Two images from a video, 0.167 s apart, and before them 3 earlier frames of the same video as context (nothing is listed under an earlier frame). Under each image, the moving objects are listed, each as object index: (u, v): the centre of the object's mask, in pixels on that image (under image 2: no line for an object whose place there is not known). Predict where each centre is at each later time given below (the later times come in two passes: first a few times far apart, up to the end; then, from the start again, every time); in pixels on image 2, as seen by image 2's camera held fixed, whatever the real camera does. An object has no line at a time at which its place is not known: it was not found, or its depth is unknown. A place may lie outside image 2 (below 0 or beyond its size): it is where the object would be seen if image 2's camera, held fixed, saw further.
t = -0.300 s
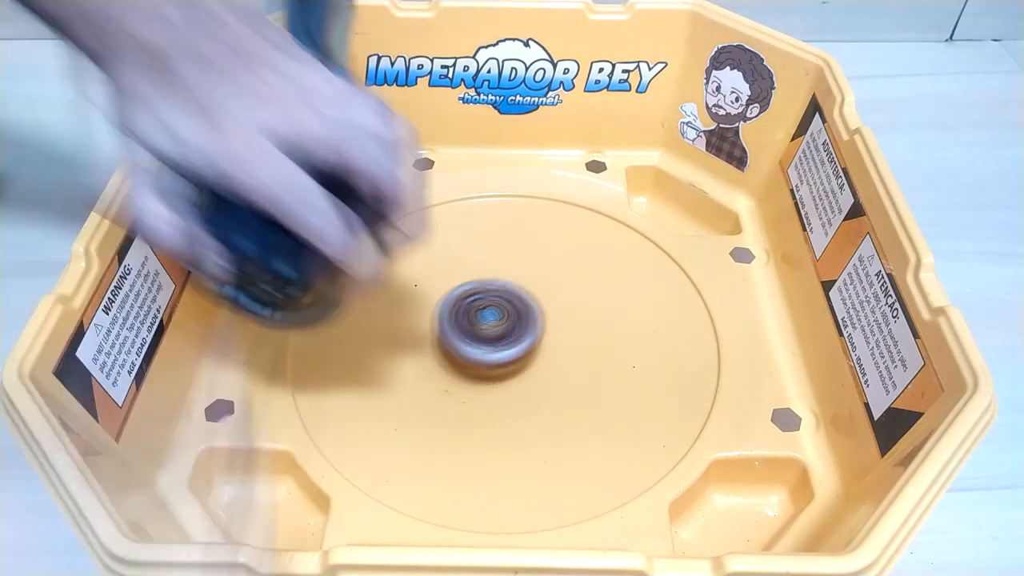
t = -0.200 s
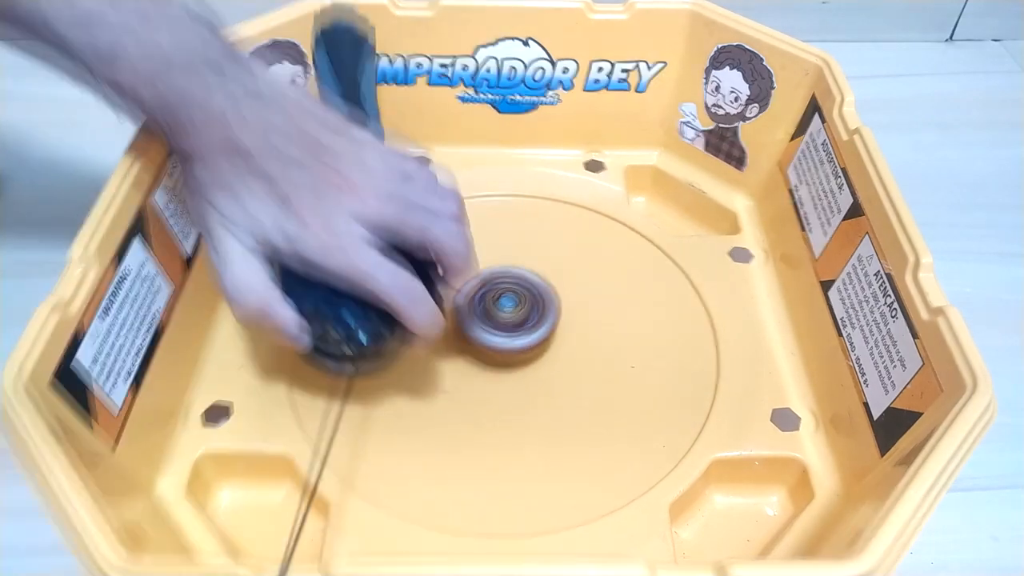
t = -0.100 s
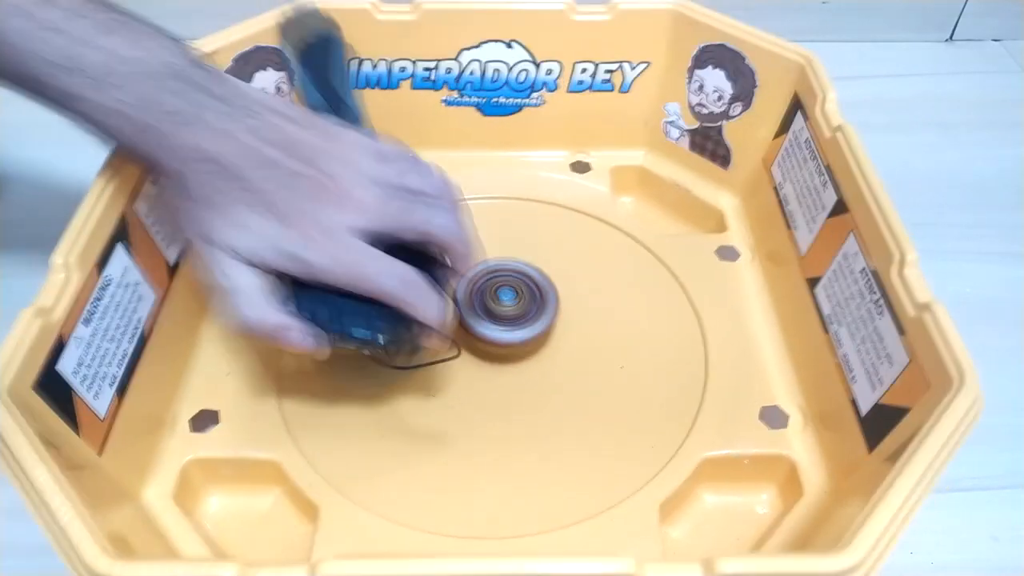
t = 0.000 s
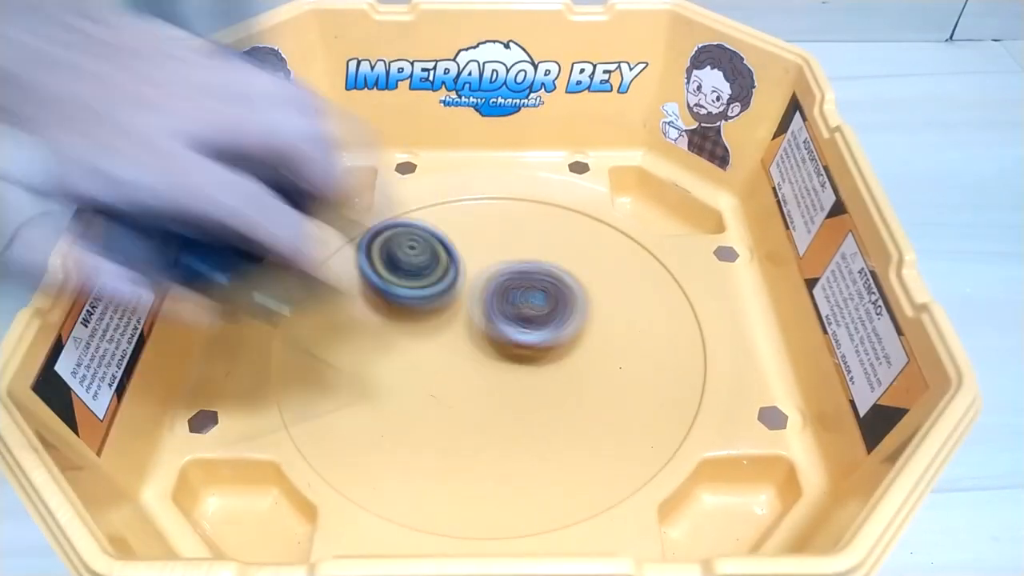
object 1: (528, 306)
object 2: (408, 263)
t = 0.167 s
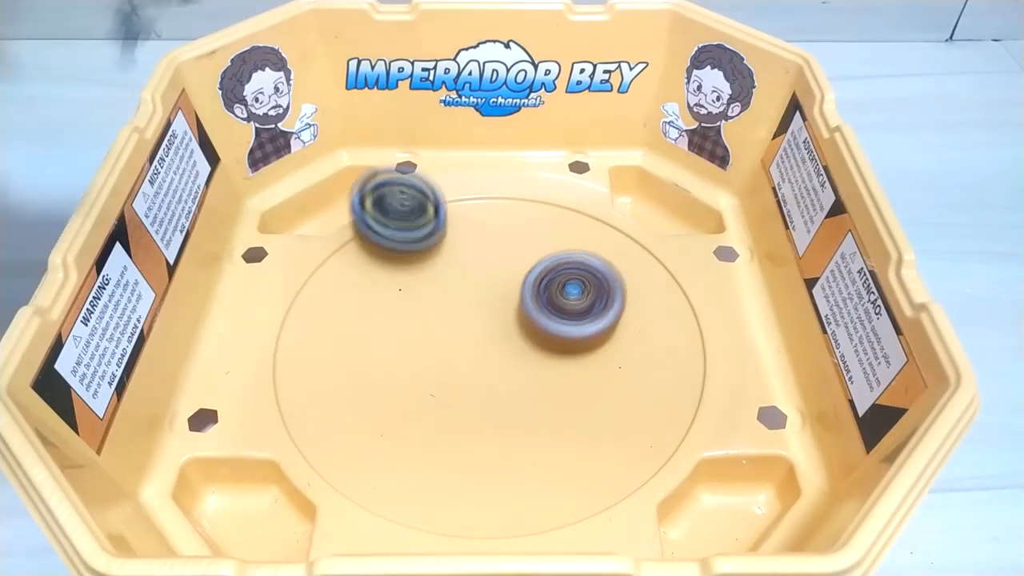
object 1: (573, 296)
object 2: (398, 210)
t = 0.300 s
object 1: (577, 280)
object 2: (410, 216)
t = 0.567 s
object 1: (587, 274)
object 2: (436, 277)
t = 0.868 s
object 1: (571, 299)
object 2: (464, 249)
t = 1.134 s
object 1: (542, 340)
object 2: (450, 194)
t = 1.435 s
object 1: (551, 407)
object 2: (458, 306)
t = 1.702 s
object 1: (626, 439)
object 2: (561, 263)
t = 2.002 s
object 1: (564, 389)
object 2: (499, 208)
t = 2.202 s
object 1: (497, 398)
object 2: (458, 287)
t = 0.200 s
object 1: (574, 291)
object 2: (399, 205)
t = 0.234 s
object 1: (576, 288)
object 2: (401, 206)
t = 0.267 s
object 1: (576, 285)
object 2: (404, 210)
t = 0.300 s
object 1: (577, 280)
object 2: (410, 216)
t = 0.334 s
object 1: (577, 275)
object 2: (417, 225)
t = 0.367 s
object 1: (577, 272)
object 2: (422, 233)
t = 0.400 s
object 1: (574, 269)
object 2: (432, 245)
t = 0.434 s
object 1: (571, 268)
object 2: (442, 256)
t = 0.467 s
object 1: (568, 267)
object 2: (449, 262)
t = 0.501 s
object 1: (564, 268)
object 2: (457, 271)
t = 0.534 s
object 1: (578, 270)
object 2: (446, 275)
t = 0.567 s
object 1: (587, 274)
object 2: (436, 277)
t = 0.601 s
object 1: (596, 279)
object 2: (425, 279)
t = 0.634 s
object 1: (597, 283)
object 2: (420, 280)
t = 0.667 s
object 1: (597, 285)
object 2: (420, 279)
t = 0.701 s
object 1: (594, 287)
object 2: (423, 278)
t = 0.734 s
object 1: (589, 289)
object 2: (431, 274)
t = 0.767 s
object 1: (586, 291)
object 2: (437, 271)
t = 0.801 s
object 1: (581, 293)
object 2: (448, 265)
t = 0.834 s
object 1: (575, 297)
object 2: (459, 256)
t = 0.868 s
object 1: (571, 299)
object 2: (464, 249)
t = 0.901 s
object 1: (564, 302)
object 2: (472, 240)
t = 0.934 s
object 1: (558, 306)
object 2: (476, 229)
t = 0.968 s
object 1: (556, 309)
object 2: (478, 222)
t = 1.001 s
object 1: (553, 314)
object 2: (478, 213)
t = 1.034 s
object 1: (551, 321)
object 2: (476, 205)
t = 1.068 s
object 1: (549, 327)
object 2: (472, 200)
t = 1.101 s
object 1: (545, 334)
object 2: (463, 195)
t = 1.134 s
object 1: (542, 340)
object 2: (450, 194)
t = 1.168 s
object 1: (540, 345)
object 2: (440, 197)
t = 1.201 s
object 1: (537, 350)
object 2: (424, 204)
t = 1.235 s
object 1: (535, 356)
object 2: (410, 221)
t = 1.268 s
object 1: (533, 359)
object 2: (408, 233)
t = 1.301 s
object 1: (531, 364)
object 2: (411, 260)
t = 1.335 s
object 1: (528, 368)
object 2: (420, 280)
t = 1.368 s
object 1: (527, 370)
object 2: (430, 292)
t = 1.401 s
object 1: (528, 378)
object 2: (452, 311)
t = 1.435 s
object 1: (551, 407)
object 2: (458, 306)
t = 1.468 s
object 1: (562, 421)
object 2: (462, 301)
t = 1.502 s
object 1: (576, 440)
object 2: (473, 297)
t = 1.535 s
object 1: (590, 449)
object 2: (489, 293)
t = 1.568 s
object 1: (596, 451)
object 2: (500, 291)
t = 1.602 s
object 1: (608, 451)
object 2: (518, 286)
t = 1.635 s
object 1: (617, 448)
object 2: (540, 279)
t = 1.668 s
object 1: (622, 445)
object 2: (548, 273)
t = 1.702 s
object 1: (626, 439)
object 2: (561, 263)
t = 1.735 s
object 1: (628, 431)
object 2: (570, 251)
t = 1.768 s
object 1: (628, 422)
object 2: (572, 244)
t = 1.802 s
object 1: (622, 415)
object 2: (573, 232)
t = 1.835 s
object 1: (613, 408)
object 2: (569, 220)
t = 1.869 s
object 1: (606, 404)
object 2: (564, 213)
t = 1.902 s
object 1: (596, 398)
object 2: (549, 205)
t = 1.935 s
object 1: (584, 393)
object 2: (531, 201)
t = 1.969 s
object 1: (577, 391)
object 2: (519, 202)
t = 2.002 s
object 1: (564, 389)
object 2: (499, 208)
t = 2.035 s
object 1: (551, 387)
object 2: (479, 223)
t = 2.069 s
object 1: (542, 386)
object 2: (472, 235)
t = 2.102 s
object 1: (528, 384)
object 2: (462, 255)
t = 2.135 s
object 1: (513, 382)
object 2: (458, 284)
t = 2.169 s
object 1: (504, 385)
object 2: (459, 294)
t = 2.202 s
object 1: (497, 398)
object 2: (458, 287)
